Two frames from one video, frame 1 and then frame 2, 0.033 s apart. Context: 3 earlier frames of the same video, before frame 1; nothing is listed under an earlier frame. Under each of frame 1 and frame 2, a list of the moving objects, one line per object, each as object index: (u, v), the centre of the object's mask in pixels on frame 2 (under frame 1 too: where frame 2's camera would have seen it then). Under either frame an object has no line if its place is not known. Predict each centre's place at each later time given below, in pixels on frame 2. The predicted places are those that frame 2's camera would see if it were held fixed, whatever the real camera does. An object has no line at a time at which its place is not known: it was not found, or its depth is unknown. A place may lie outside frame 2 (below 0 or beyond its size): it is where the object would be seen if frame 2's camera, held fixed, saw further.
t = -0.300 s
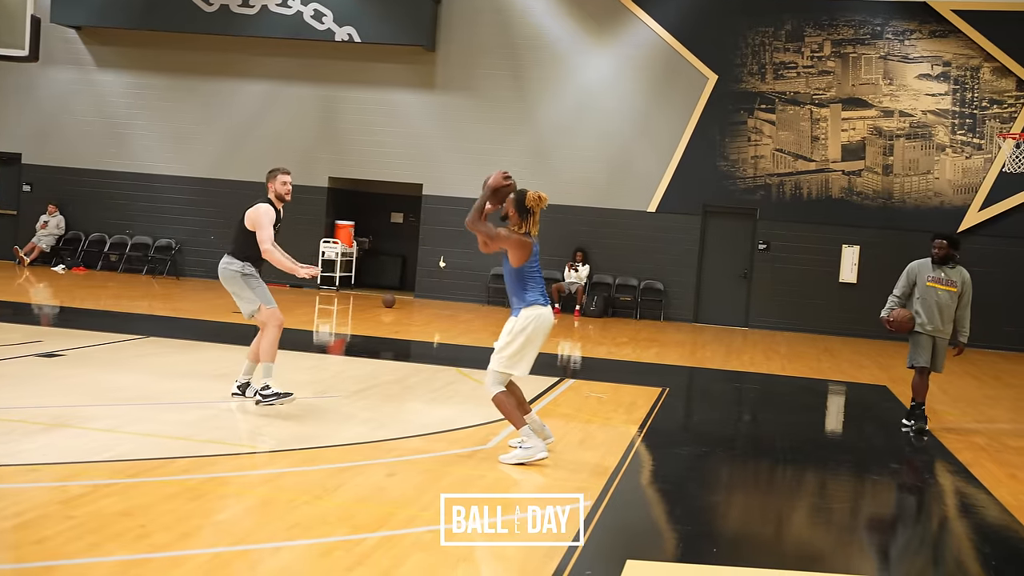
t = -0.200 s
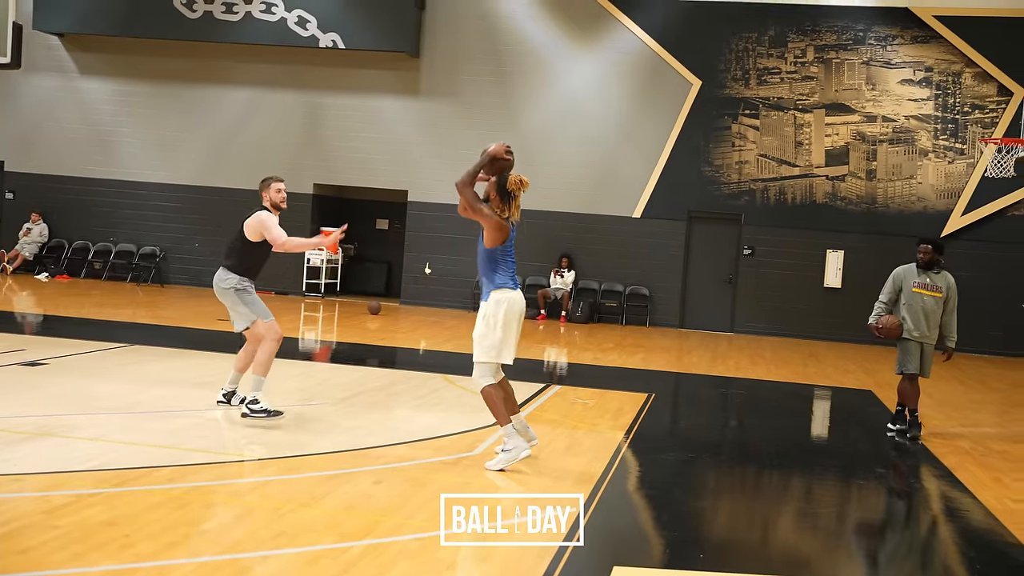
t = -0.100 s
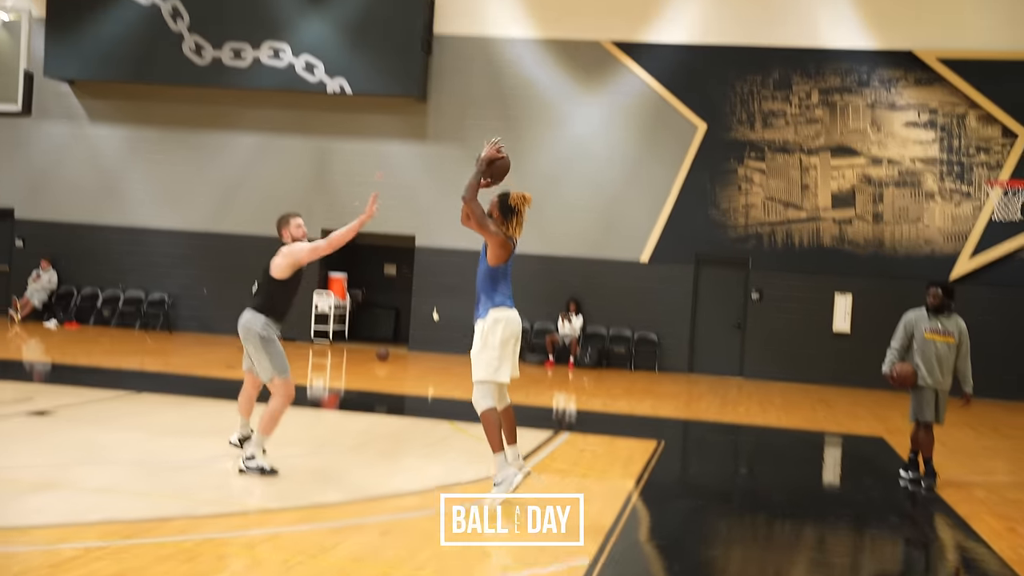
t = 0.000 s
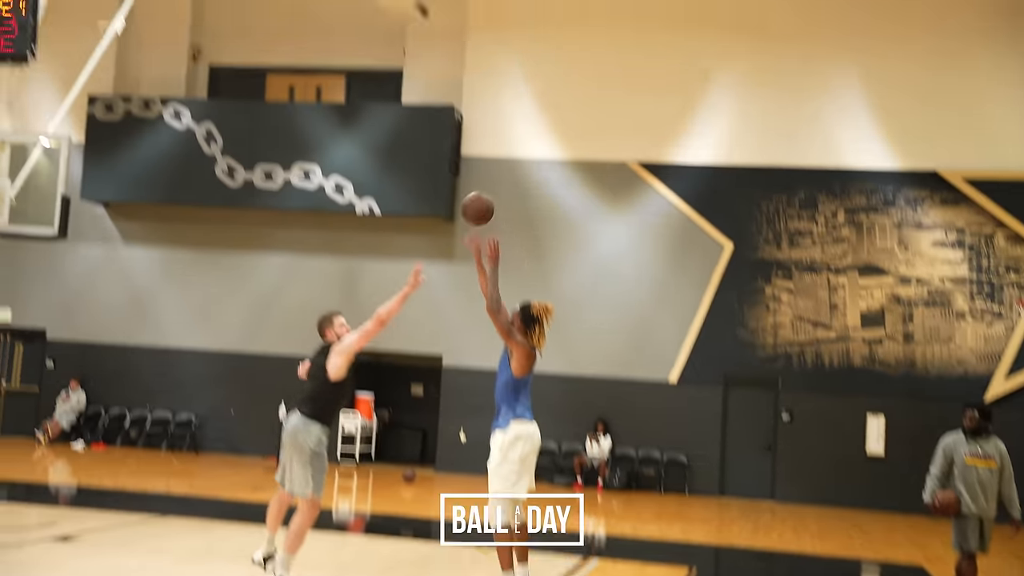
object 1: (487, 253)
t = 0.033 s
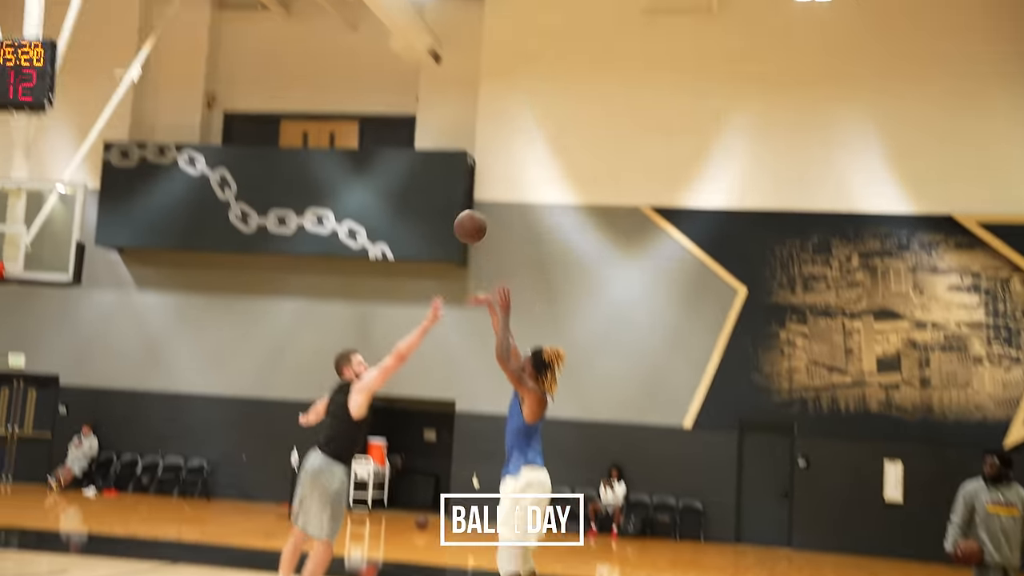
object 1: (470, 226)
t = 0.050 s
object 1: (461, 214)
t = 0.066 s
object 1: (452, 202)
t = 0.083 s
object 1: (442, 190)
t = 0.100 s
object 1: (433, 179)
